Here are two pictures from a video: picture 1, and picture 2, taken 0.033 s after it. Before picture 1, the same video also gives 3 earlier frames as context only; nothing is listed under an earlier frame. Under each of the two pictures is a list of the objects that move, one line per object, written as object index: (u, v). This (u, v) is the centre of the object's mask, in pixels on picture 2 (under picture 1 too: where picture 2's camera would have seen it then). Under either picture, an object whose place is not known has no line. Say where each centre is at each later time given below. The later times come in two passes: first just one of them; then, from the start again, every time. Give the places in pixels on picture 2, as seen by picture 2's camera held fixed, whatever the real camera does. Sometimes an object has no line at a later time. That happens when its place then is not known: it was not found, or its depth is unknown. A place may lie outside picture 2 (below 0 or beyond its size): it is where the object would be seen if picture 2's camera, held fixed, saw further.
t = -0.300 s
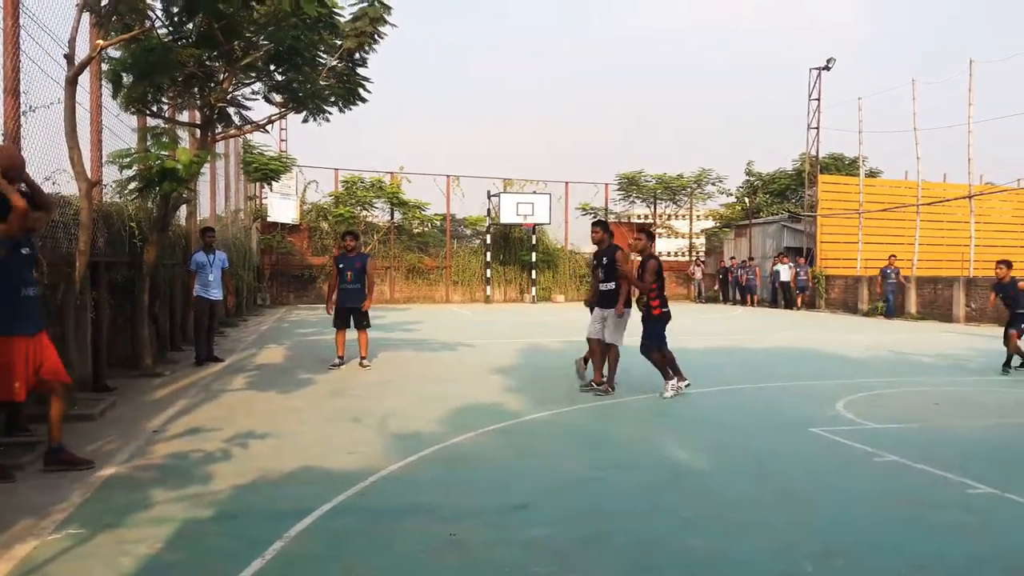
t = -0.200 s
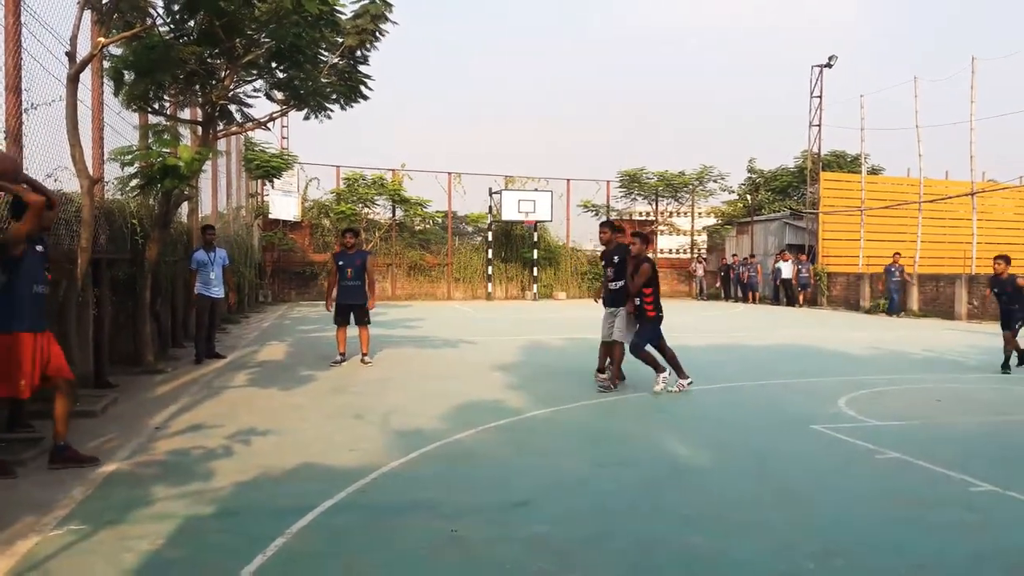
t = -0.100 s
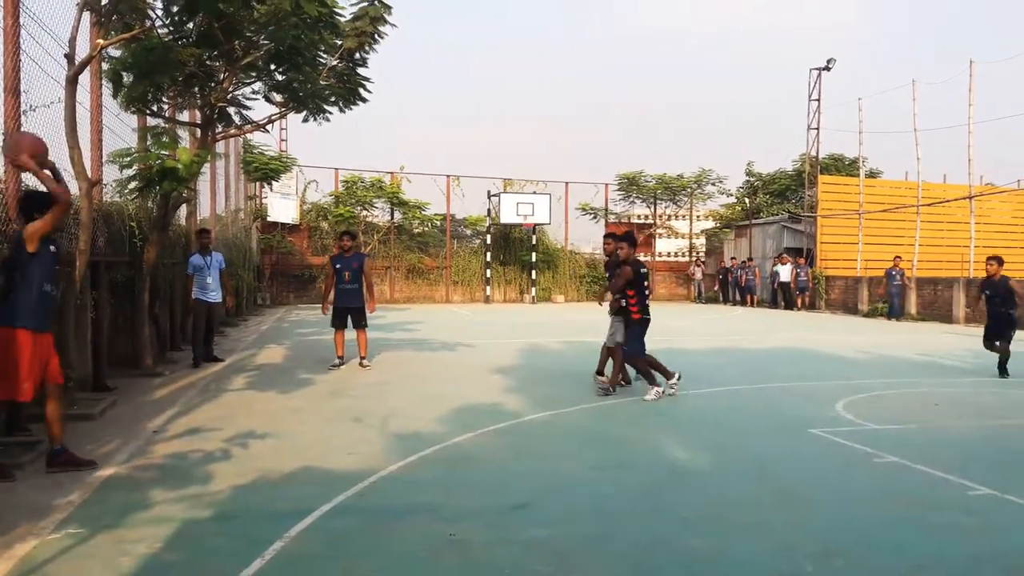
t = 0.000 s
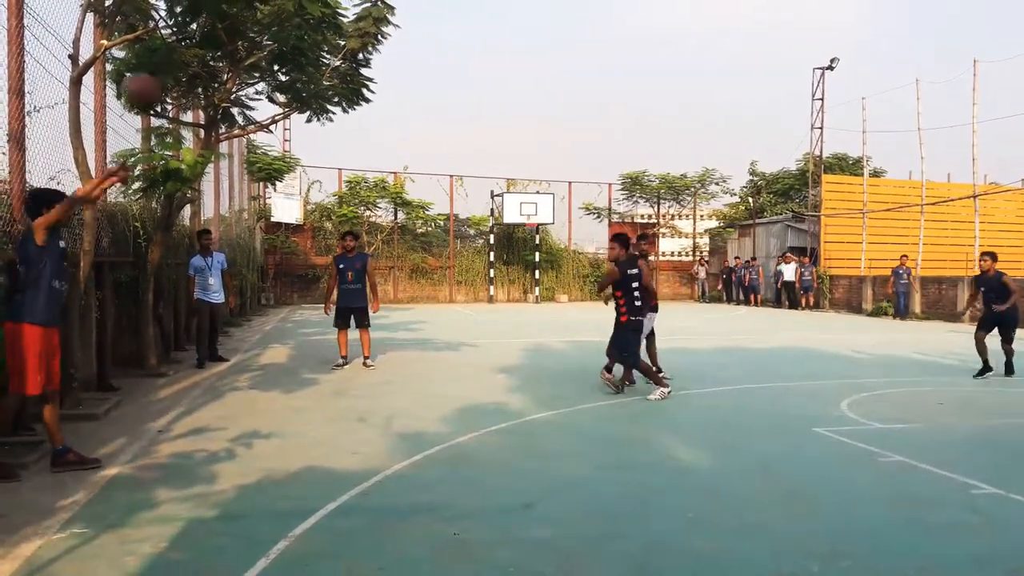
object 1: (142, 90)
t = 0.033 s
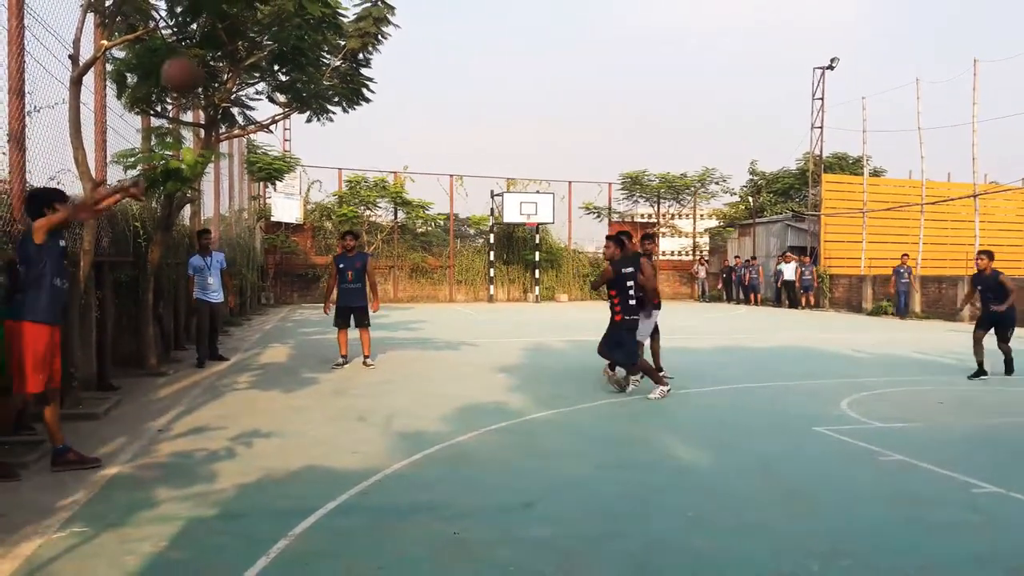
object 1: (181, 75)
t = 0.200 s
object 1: (359, 27)
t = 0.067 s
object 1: (220, 62)
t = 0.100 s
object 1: (255, 50)
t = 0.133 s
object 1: (290, 39)
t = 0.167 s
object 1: (326, 33)
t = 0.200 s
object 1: (359, 27)
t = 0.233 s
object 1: (391, 23)
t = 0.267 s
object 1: (421, 22)
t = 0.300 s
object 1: (451, 21)
